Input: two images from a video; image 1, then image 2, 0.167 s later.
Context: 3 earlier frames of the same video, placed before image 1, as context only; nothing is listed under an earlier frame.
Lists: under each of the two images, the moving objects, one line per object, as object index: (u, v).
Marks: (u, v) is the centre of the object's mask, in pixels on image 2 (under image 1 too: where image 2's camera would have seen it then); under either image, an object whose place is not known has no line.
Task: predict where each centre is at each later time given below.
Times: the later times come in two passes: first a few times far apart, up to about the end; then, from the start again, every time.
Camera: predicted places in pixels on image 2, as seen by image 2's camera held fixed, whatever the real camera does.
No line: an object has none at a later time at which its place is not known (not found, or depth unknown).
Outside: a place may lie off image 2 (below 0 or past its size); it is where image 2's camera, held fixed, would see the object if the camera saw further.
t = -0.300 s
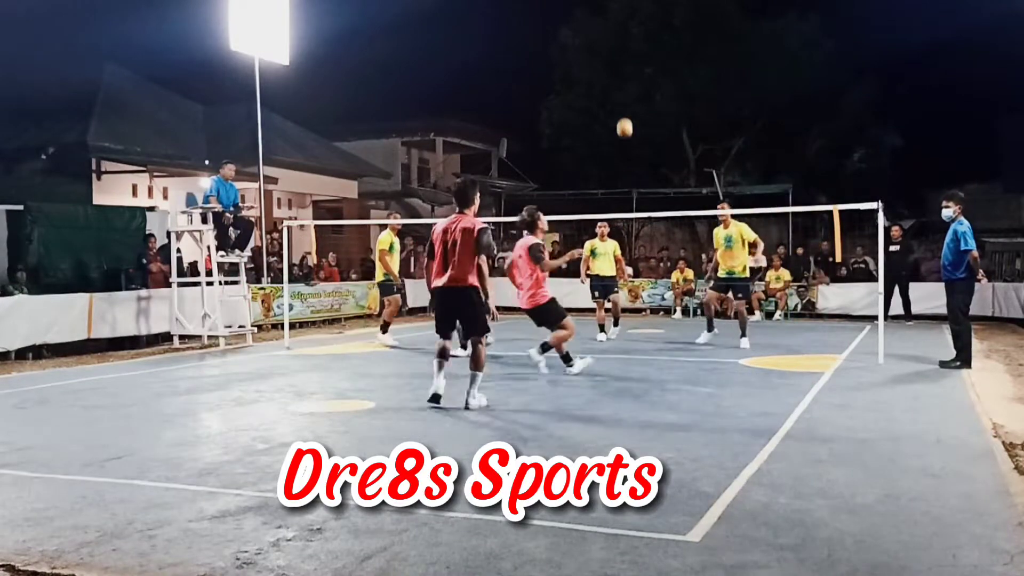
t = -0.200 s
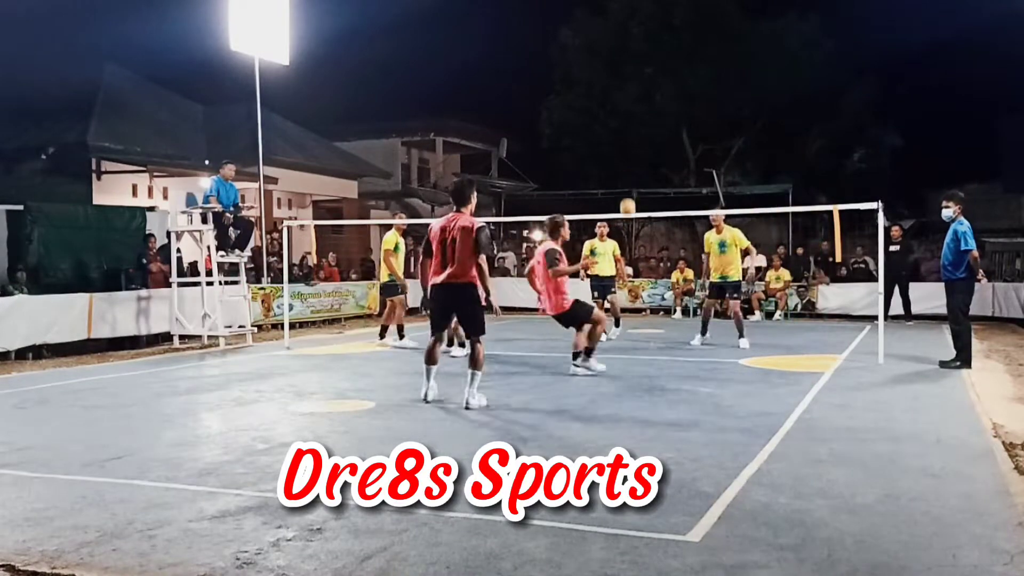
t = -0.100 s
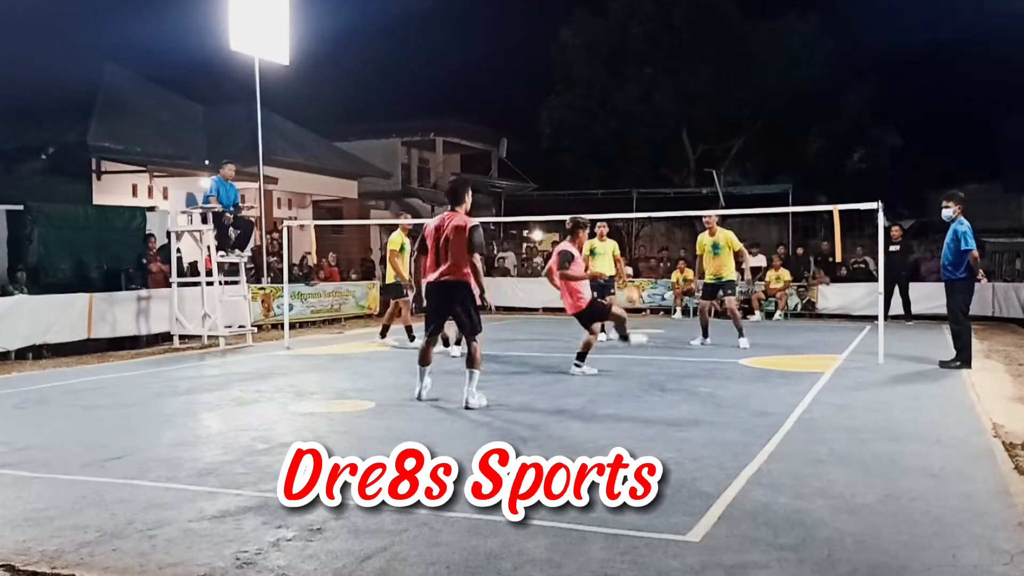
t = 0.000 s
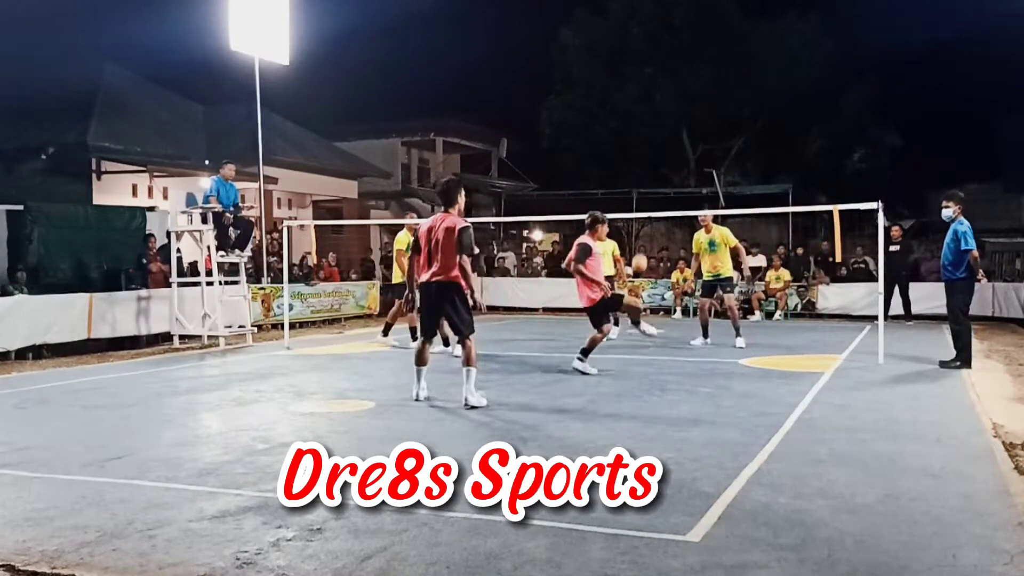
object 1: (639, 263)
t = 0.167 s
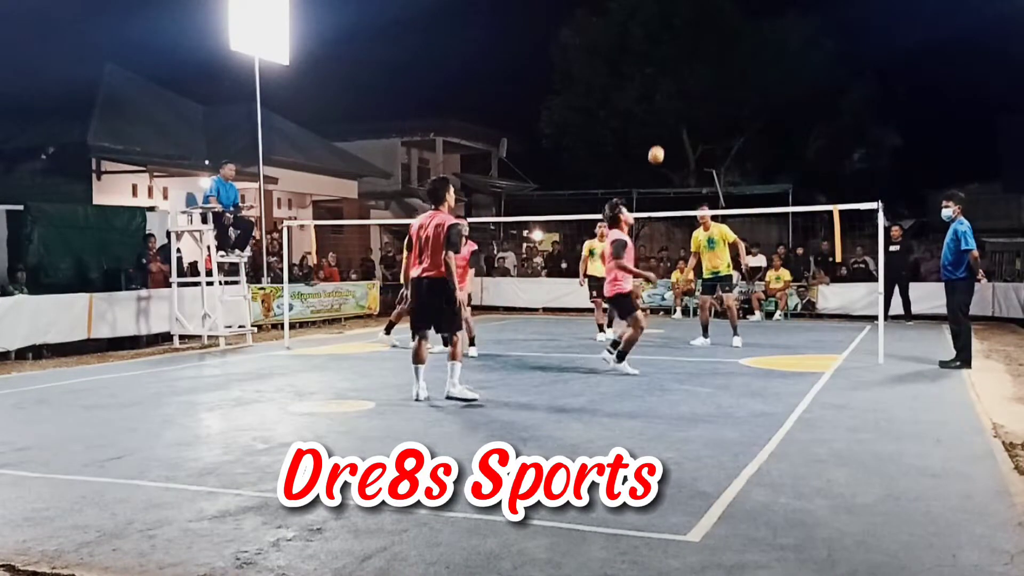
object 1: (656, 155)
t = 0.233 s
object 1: (663, 120)
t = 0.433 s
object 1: (683, 44)
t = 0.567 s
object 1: (697, 18)
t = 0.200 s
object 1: (659, 137)
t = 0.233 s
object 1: (663, 120)
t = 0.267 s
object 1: (666, 104)
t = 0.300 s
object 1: (669, 90)
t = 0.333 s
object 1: (673, 77)
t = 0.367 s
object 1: (676, 65)
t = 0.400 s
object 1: (680, 54)
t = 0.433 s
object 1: (683, 44)
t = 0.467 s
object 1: (687, 36)
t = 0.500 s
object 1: (690, 29)
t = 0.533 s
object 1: (693, 23)
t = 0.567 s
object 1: (697, 18)
